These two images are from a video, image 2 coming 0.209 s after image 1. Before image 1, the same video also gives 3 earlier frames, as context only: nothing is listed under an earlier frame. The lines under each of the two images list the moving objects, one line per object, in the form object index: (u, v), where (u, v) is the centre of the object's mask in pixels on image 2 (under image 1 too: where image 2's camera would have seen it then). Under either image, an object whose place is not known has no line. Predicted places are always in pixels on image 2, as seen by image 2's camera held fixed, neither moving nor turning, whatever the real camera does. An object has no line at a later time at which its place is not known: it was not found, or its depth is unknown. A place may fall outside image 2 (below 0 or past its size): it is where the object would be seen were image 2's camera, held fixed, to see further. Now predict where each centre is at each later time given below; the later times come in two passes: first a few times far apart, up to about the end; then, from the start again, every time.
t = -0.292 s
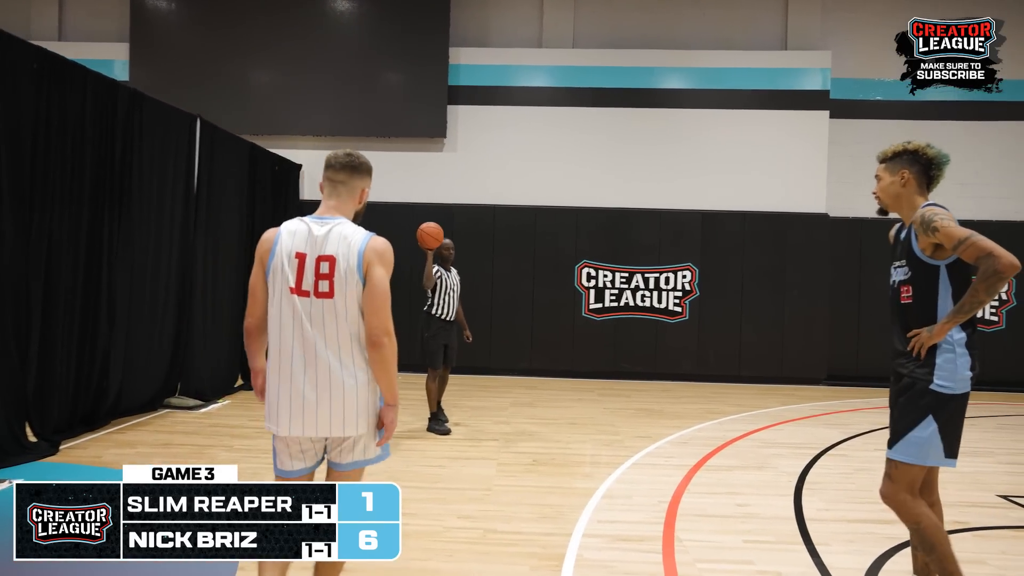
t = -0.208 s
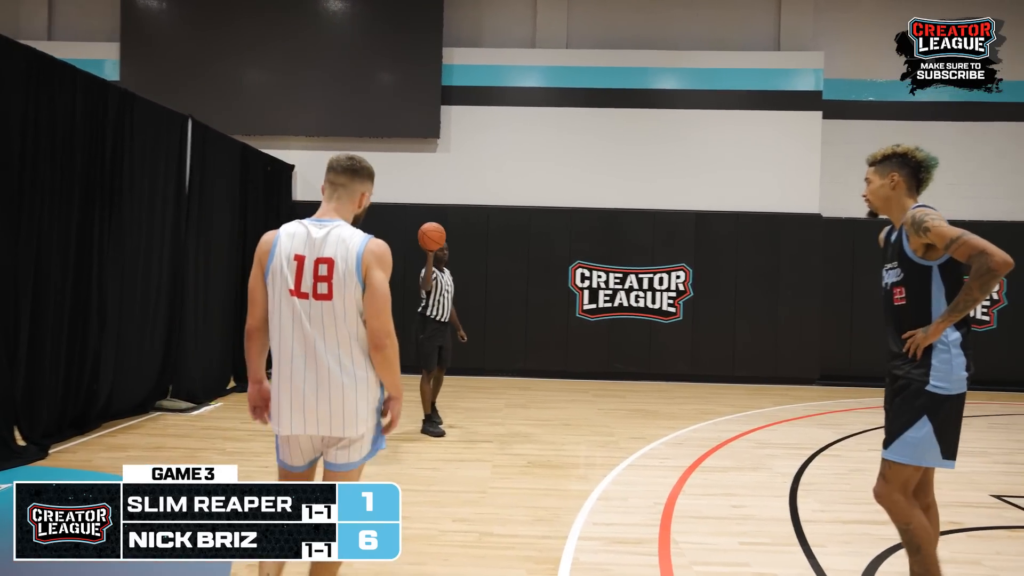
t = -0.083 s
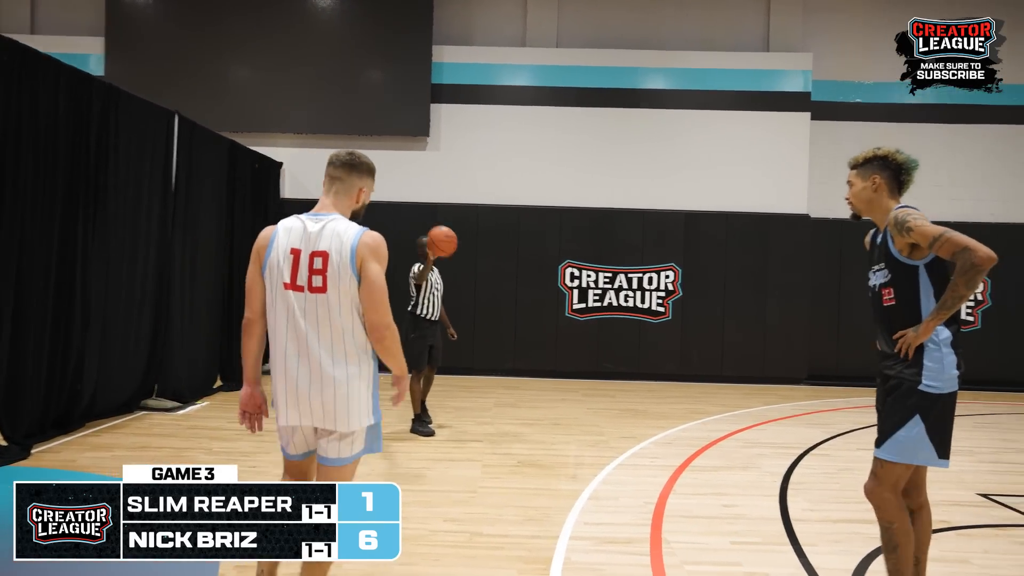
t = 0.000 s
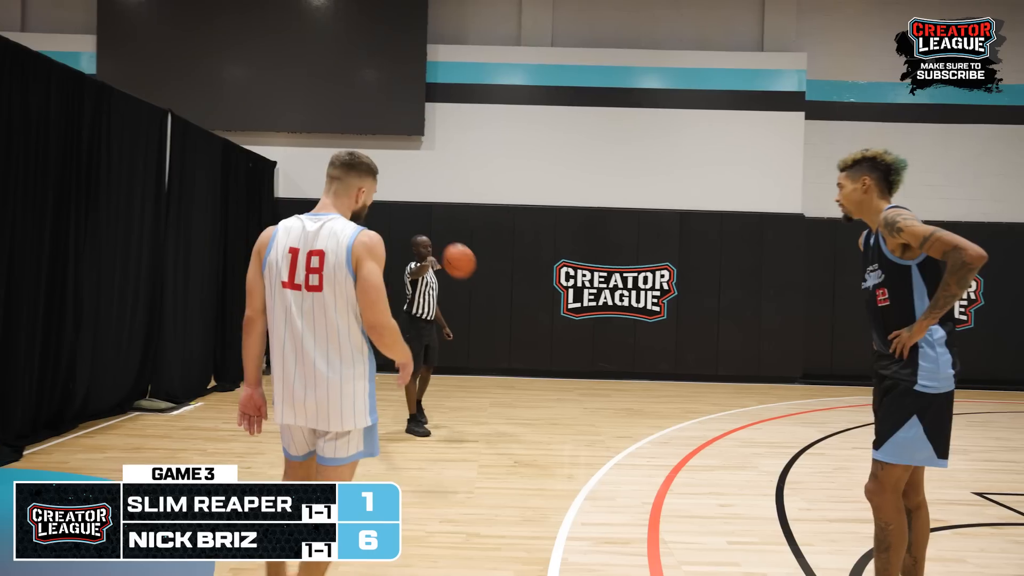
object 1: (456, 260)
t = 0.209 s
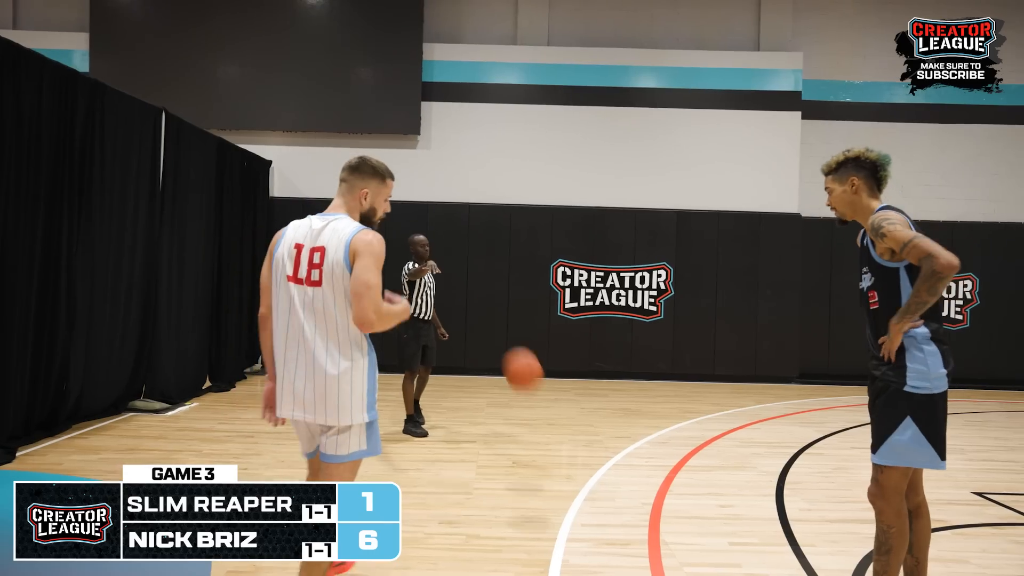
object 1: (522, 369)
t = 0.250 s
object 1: (539, 406)
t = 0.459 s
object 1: (612, 445)
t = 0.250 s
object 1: (539, 406)
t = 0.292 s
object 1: (555, 446)
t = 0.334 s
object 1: (572, 492)
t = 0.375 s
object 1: (588, 497)
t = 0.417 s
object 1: (600, 469)
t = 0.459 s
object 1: (612, 445)
